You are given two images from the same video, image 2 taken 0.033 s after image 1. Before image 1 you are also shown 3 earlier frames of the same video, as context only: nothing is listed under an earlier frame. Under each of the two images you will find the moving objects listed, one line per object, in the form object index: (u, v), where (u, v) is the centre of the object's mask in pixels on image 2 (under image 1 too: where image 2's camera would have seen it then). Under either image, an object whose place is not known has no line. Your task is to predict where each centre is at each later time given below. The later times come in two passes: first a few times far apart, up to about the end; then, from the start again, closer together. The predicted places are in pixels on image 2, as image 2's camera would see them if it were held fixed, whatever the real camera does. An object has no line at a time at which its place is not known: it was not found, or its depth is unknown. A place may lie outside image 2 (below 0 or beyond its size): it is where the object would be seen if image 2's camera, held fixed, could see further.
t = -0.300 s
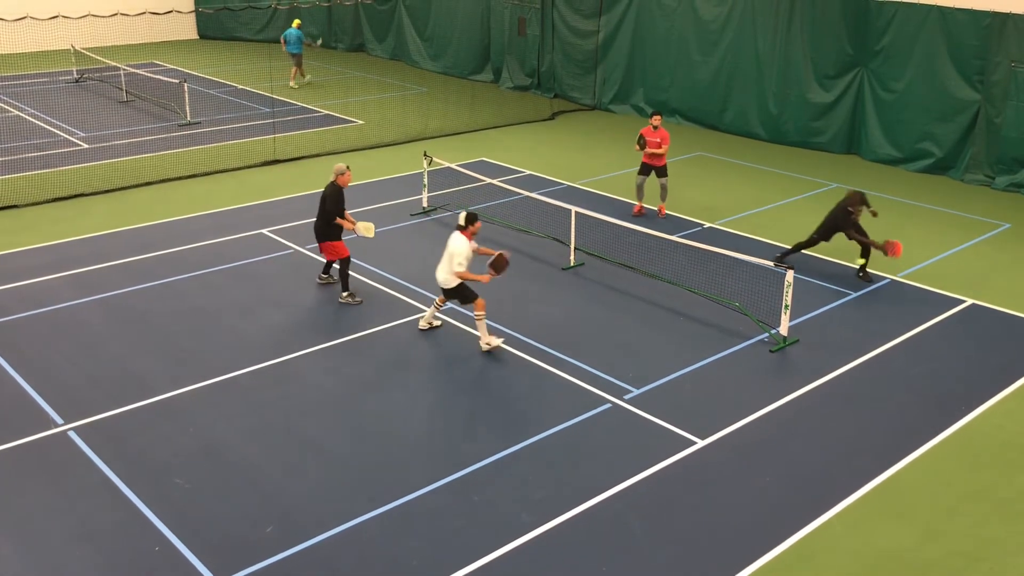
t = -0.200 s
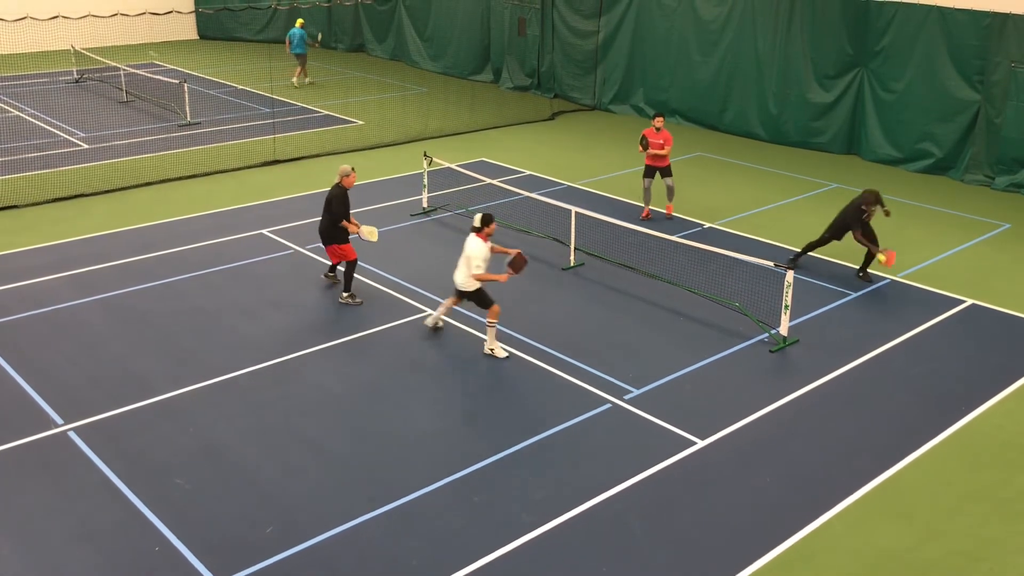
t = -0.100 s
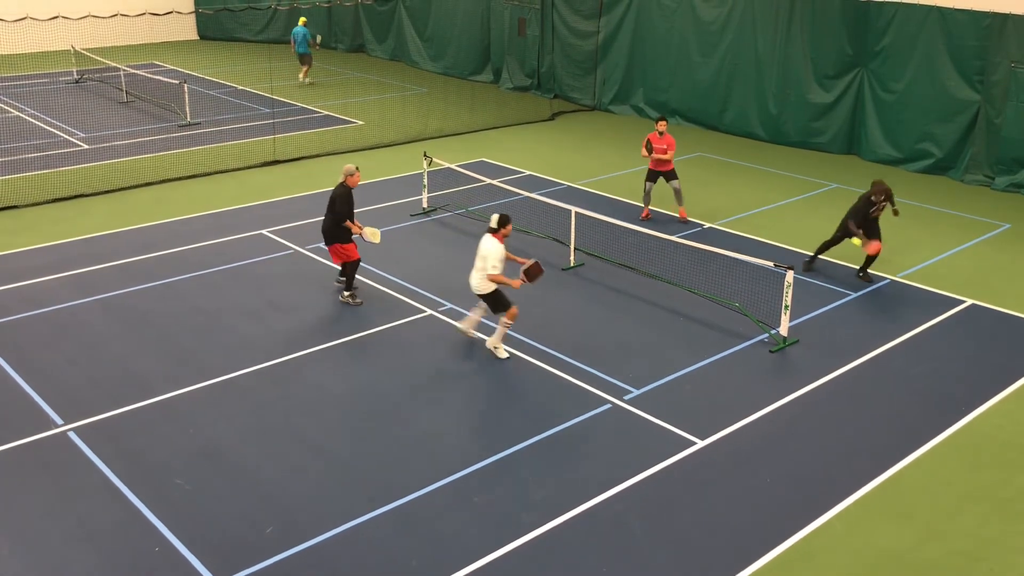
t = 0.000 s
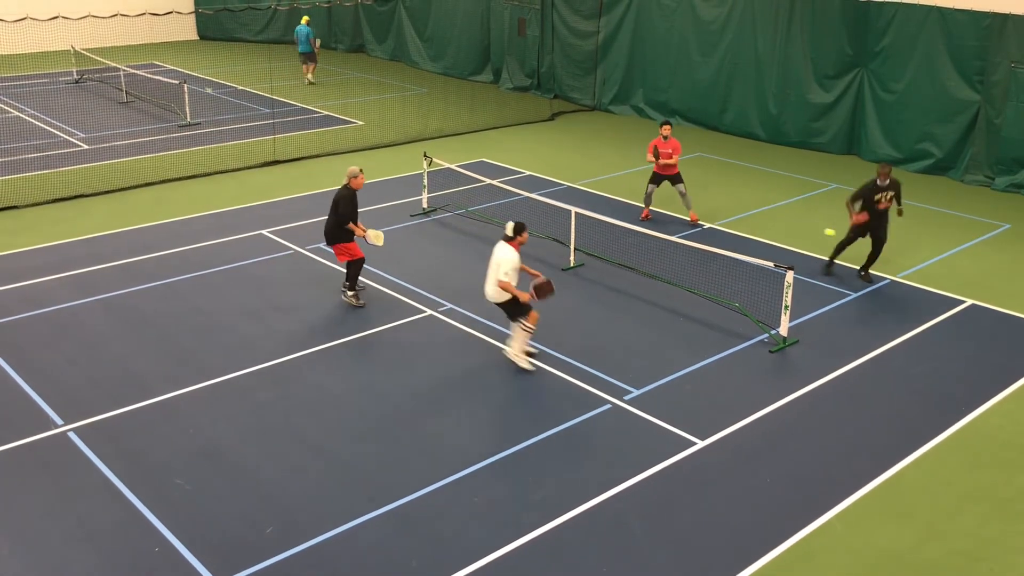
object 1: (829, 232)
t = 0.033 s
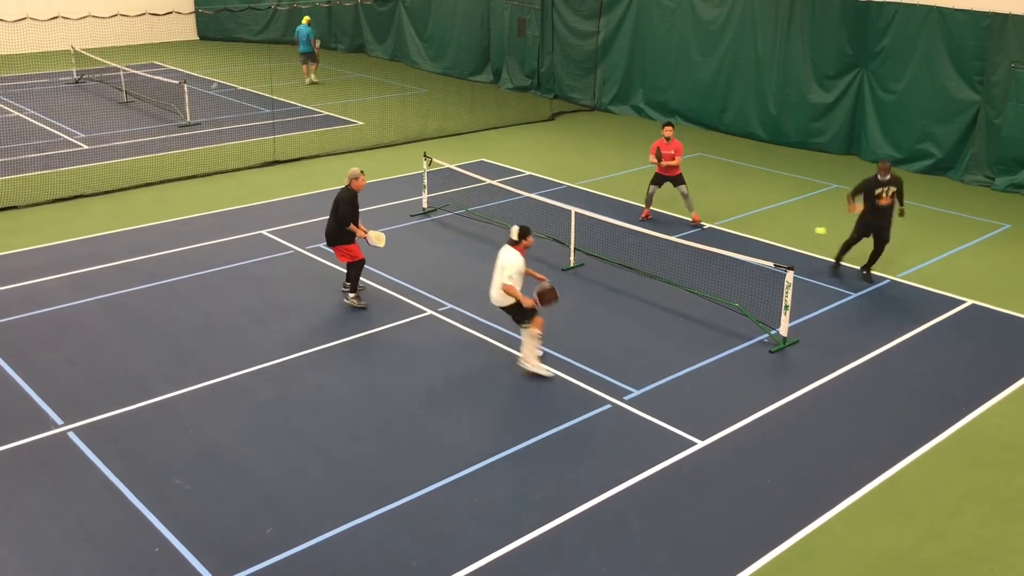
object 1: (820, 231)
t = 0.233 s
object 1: (761, 240)
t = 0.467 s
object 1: (685, 292)
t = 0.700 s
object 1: (619, 356)
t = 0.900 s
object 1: (600, 335)
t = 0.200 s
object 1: (772, 236)
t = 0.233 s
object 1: (761, 240)
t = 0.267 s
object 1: (751, 245)
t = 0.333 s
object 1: (728, 257)
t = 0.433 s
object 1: (697, 282)
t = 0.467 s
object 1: (685, 292)
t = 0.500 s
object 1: (675, 303)
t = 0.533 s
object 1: (664, 315)
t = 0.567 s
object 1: (653, 327)
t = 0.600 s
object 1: (641, 340)
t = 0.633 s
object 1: (630, 355)
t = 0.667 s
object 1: (622, 362)
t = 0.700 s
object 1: (619, 356)
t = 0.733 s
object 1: (616, 350)
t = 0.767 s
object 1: (613, 345)
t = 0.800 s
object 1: (610, 341)
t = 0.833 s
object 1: (606, 338)
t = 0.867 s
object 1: (603, 336)
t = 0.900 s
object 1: (600, 335)
